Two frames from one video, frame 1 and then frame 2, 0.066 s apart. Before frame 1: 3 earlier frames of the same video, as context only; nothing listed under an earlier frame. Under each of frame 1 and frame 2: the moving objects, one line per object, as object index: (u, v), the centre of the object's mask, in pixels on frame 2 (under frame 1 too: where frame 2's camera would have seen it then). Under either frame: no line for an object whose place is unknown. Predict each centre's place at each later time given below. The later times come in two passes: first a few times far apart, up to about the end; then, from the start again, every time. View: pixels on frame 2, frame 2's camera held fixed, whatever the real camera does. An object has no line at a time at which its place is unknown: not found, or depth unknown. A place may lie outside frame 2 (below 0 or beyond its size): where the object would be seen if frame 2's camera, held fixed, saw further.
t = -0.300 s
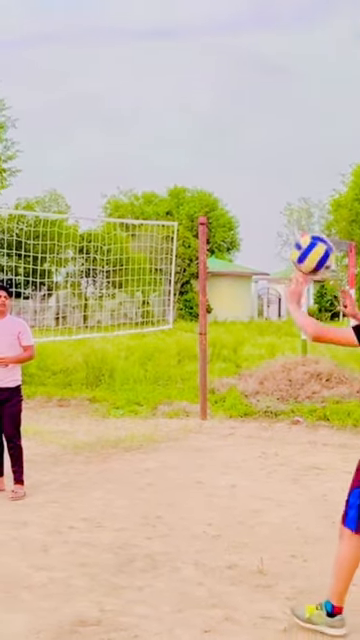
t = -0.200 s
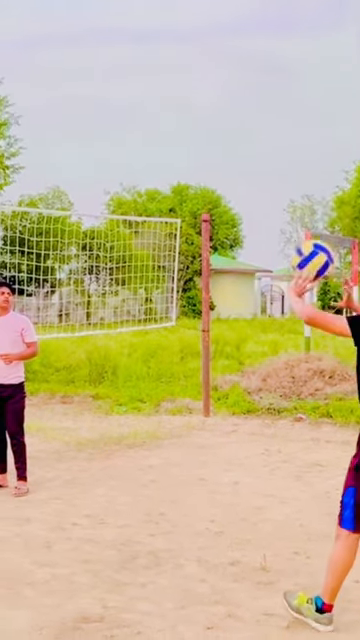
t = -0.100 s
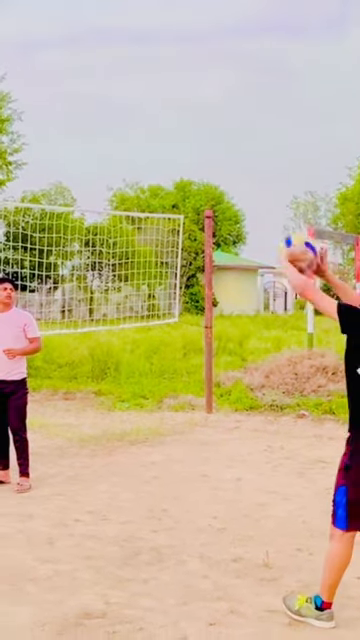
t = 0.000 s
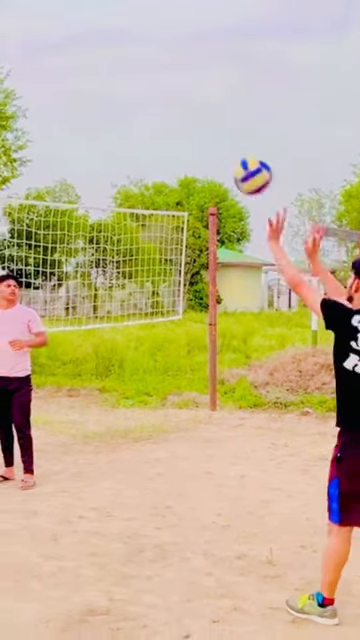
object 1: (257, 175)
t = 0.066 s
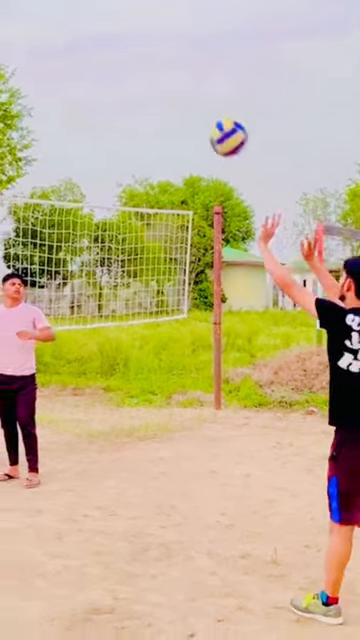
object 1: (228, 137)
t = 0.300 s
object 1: (140, 82)
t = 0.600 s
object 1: (55, 138)
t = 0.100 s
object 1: (214, 122)
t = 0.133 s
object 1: (201, 110)
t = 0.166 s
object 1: (188, 100)
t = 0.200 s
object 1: (176, 93)
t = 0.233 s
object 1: (163, 87)
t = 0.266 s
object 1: (152, 84)
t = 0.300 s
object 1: (140, 82)
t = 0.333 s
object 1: (130, 82)
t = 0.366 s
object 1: (119, 84)
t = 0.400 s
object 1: (109, 88)
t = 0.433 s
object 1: (99, 93)
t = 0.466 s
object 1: (90, 99)
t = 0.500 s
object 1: (80, 107)
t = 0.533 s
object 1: (71, 116)
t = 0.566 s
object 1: (63, 126)
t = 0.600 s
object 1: (55, 138)
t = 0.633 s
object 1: (46, 151)
